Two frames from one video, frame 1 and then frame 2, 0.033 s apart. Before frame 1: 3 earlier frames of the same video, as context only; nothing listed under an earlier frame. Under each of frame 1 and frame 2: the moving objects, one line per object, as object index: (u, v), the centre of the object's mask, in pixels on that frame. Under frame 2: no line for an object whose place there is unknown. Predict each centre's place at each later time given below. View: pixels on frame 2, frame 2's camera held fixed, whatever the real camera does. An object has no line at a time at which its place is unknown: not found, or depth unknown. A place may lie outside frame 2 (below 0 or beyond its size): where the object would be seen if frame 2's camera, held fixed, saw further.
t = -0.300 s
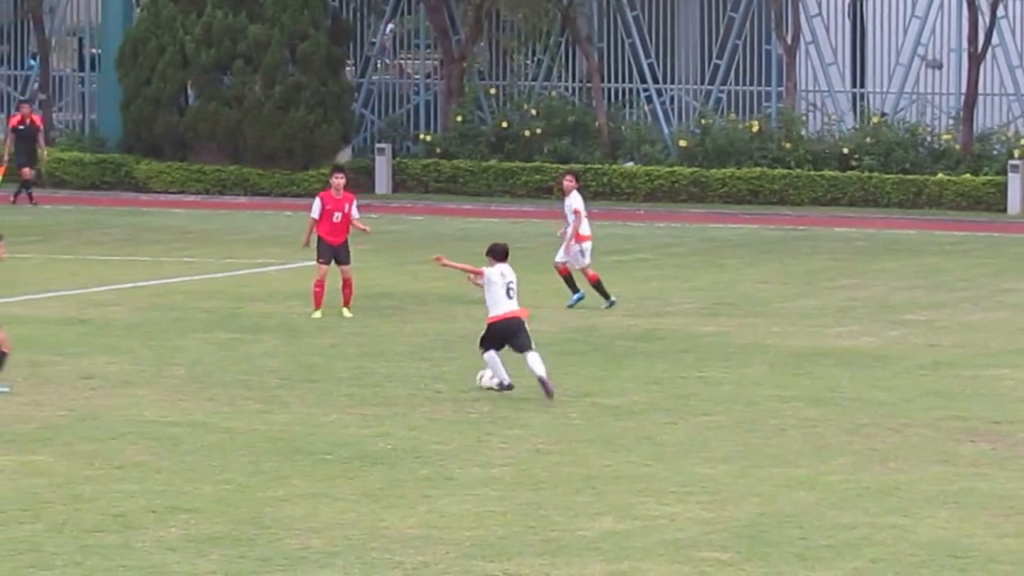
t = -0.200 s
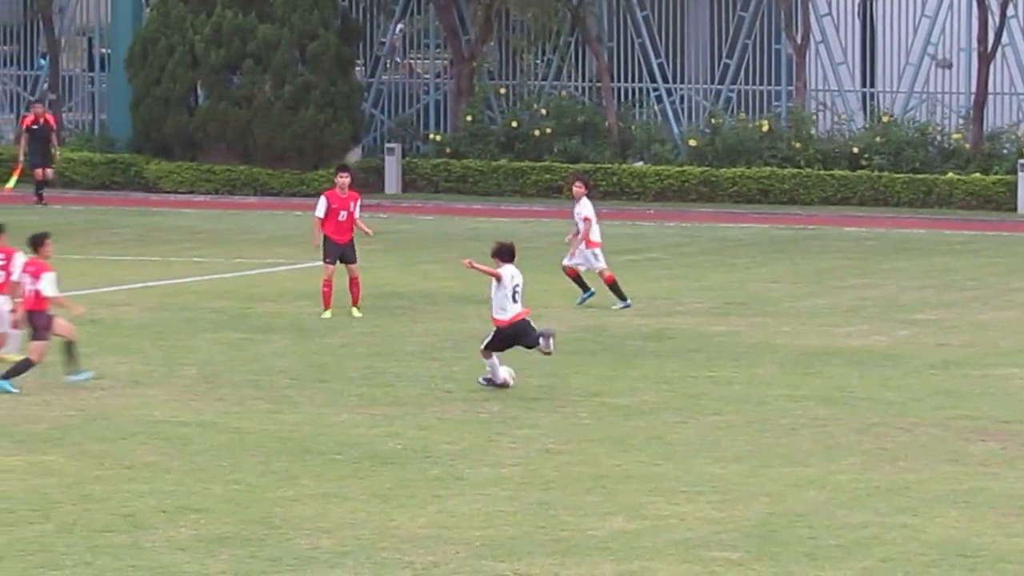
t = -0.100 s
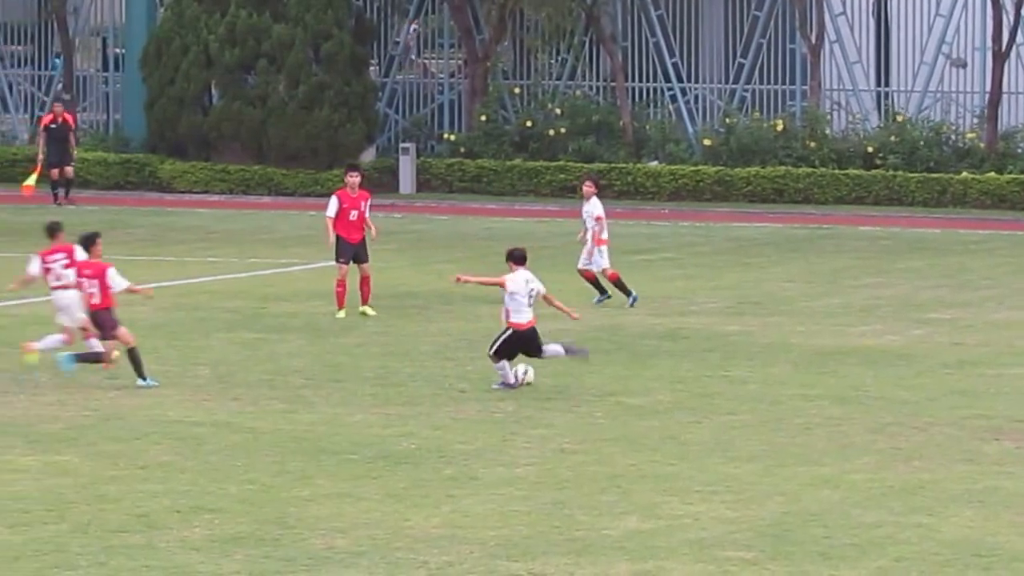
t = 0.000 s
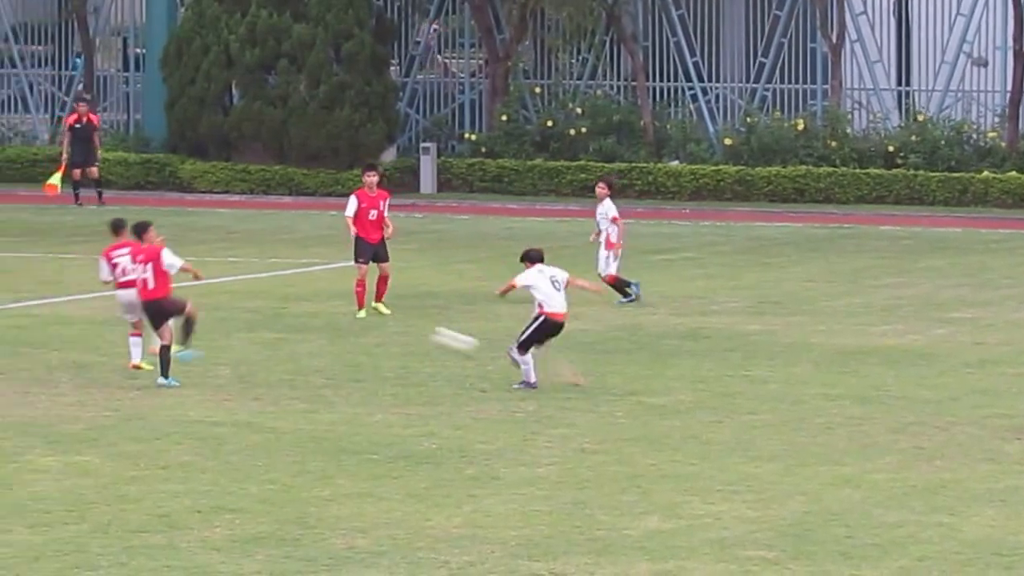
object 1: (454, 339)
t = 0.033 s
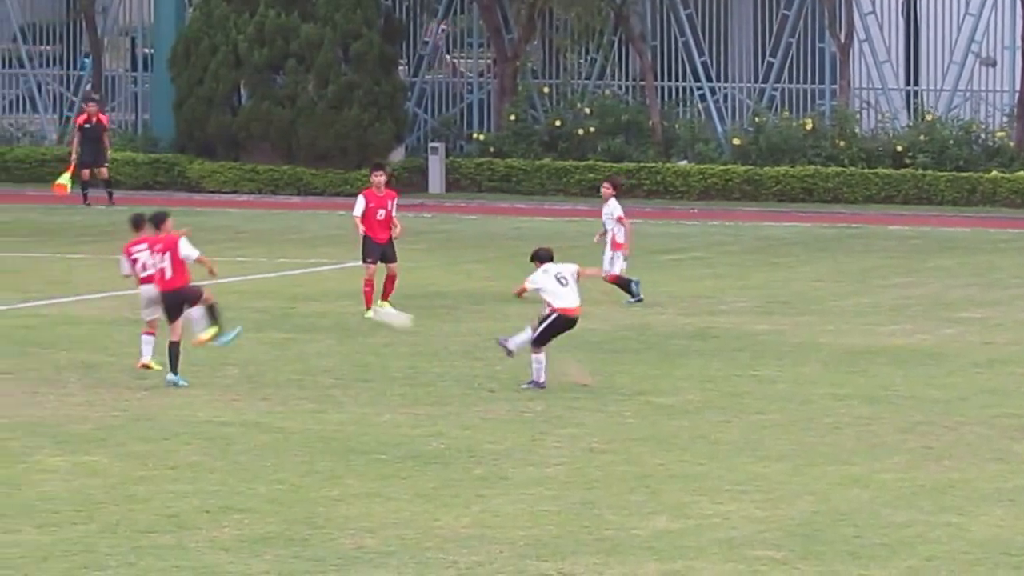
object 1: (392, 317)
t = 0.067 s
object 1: (318, 295)
